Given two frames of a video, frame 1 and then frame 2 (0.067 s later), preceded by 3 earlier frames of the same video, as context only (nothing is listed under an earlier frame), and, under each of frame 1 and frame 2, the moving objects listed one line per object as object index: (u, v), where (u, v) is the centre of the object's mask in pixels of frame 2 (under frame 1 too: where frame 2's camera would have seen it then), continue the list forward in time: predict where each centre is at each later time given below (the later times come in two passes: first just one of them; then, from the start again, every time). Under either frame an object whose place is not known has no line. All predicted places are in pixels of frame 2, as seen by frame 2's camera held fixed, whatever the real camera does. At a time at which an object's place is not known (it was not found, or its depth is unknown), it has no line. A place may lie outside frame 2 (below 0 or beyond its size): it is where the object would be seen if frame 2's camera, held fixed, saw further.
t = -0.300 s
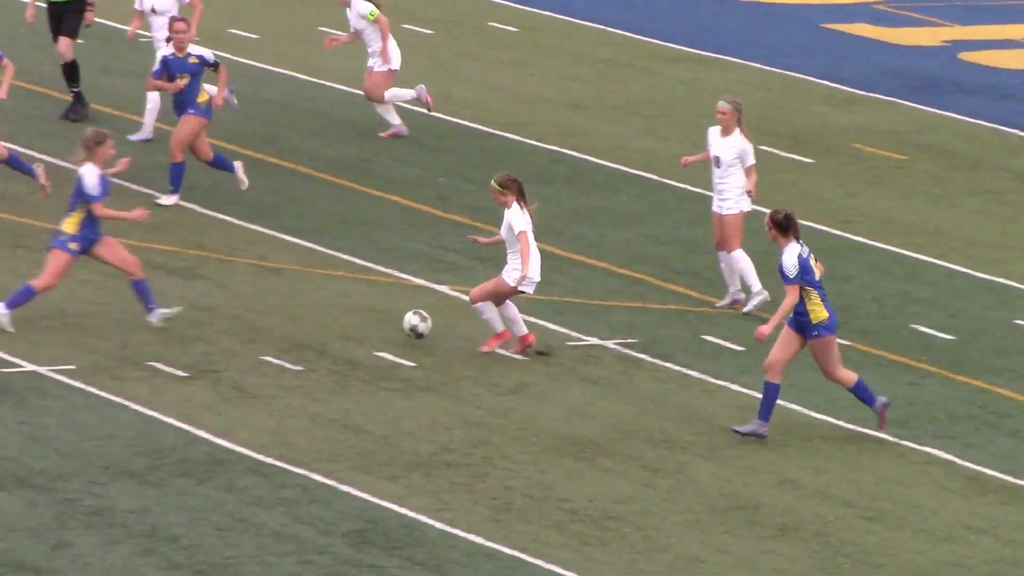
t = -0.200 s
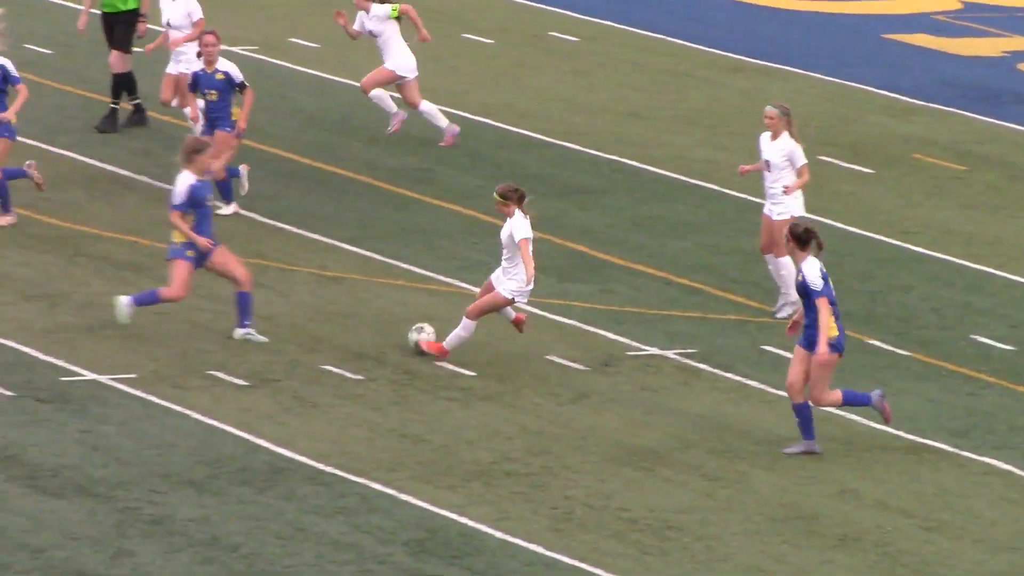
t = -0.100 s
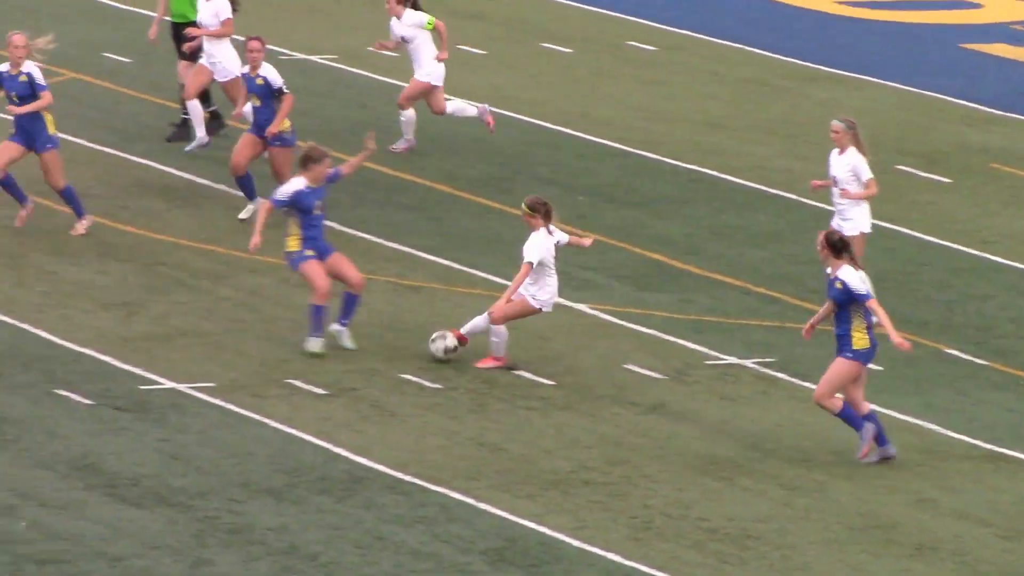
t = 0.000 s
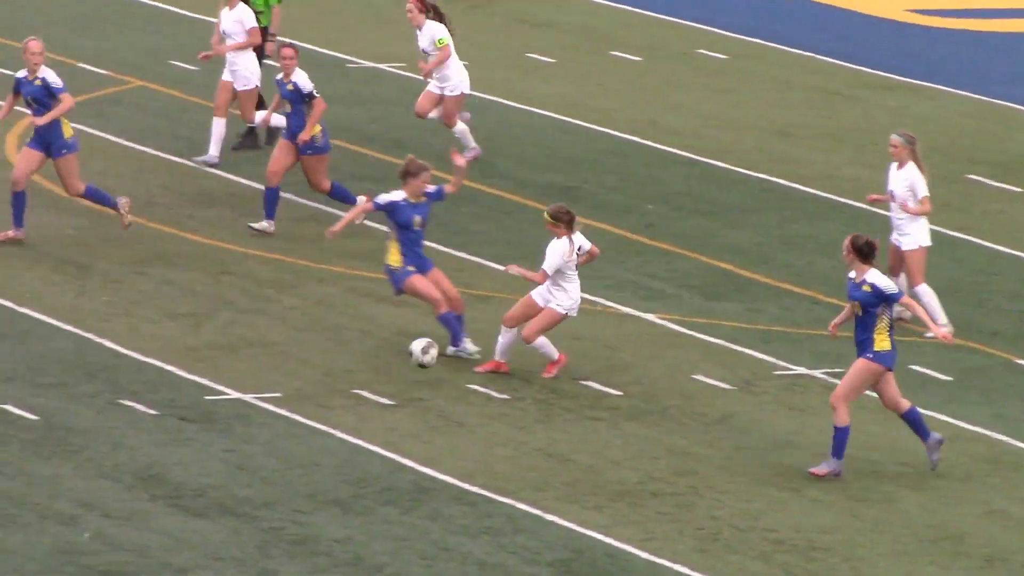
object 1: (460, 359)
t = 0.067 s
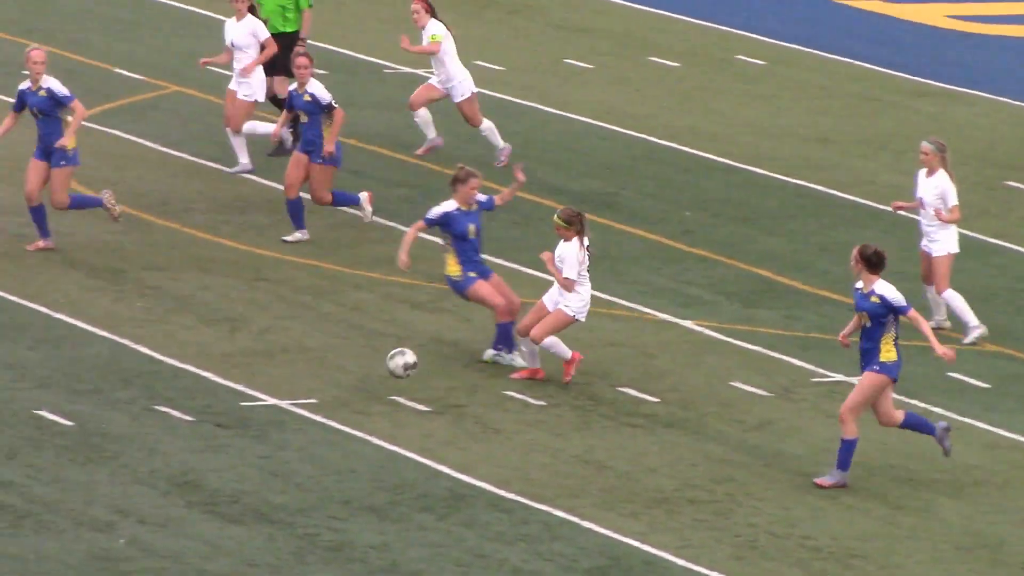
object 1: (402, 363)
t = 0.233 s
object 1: (254, 399)
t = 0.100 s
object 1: (372, 367)
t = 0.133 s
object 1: (344, 372)
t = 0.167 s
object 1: (314, 379)
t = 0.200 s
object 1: (284, 389)
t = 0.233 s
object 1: (254, 399)
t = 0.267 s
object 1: (226, 410)
